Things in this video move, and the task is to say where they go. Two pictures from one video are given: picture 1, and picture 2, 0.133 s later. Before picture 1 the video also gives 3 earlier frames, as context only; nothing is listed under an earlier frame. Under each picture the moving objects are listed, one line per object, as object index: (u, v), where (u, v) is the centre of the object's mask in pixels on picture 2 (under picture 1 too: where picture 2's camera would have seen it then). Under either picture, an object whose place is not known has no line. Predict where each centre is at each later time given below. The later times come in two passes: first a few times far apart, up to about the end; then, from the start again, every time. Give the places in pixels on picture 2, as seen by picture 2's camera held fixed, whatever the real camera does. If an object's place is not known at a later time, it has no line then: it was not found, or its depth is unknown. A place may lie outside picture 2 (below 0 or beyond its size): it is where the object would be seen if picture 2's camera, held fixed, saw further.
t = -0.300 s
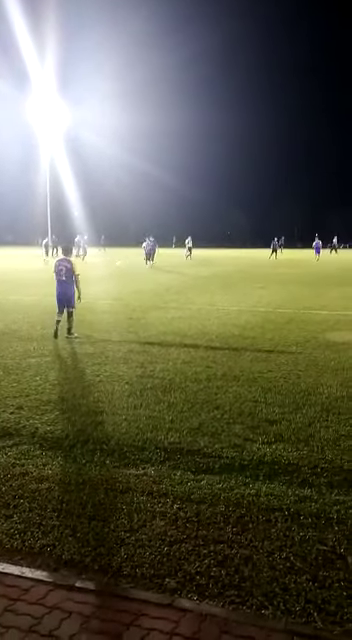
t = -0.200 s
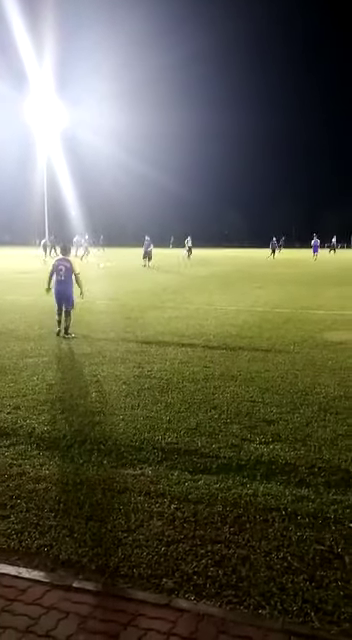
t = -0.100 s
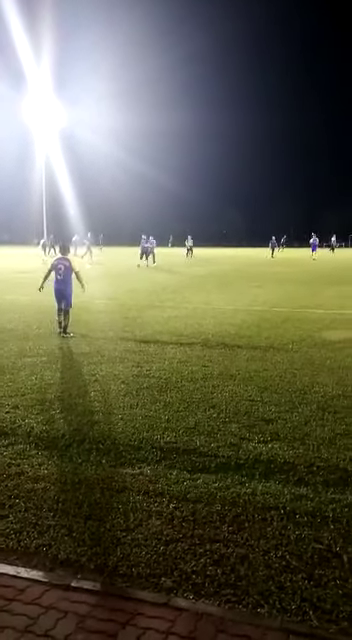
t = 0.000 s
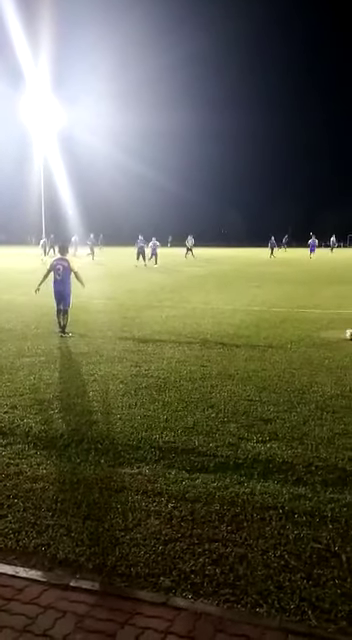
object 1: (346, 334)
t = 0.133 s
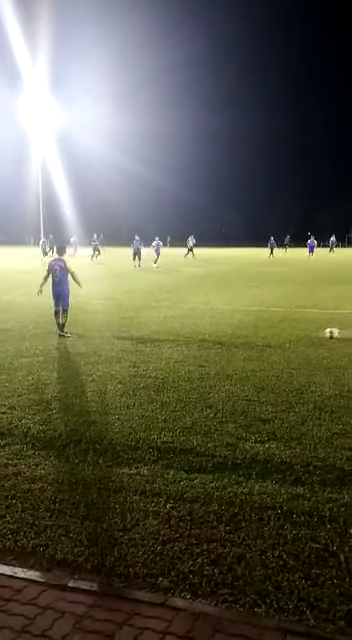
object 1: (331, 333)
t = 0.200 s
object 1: (322, 332)
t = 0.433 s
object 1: (293, 331)
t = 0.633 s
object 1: (271, 330)
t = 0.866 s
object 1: (247, 329)
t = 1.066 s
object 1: (229, 327)
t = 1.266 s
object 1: (213, 327)
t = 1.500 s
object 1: (197, 326)
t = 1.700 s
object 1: (185, 325)
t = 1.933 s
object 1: (172, 324)
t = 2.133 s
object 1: (162, 324)
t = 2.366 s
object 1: (153, 324)
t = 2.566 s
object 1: (146, 322)
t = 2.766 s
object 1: (140, 323)
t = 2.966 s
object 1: (135, 322)
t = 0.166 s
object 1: (327, 333)
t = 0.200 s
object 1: (322, 332)
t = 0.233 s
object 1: (318, 332)
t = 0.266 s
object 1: (313, 332)
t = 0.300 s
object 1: (309, 332)
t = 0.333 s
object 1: (305, 331)
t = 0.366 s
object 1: (301, 331)
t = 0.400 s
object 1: (297, 331)
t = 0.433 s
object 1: (293, 331)
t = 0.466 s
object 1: (290, 330)
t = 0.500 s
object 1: (286, 330)
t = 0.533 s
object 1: (282, 330)
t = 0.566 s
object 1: (278, 330)
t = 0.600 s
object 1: (274, 330)
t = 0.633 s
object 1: (271, 330)
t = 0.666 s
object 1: (267, 329)
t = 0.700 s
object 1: (263, 329)
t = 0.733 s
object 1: (260, 329)
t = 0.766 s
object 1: (257, 329)
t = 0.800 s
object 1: (254, 328)
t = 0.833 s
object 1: (250, 329)
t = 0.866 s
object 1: (247, 329)
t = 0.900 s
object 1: (244, 328)
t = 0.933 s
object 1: (241, 327)
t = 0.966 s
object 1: (238, 327)
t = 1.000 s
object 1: (235, 327)
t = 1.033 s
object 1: (232, 327)
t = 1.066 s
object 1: (229, 327)
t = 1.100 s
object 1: (226, 327)
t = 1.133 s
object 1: (224, 327)
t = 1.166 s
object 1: (221, 327)
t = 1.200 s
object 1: (219, 326)
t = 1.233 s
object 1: (216, 326)
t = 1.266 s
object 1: (213, 327)
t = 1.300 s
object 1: (211, 327)
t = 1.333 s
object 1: (208, 327)
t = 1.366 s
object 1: (206, 326)
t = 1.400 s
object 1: (204, 326)
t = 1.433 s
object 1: (202, 326)
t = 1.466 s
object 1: (199, 325)
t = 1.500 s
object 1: (197, 326)
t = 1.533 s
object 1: (195, 325)
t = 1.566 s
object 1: (192, 325)
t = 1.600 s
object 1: (191, 325)
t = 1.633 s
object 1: (188, 325)
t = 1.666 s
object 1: (186, 325)
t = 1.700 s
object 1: (185, 325)
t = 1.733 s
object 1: (183, 325)
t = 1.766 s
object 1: (181, 325)
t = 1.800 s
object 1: (179, 325)
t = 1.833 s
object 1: (177, 325)
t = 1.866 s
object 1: (175, 325)
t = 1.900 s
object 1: (173, 325)
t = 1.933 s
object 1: (172, 324)
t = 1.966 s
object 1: (170, 324)
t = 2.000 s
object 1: (168, 324)
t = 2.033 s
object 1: (167, 324)
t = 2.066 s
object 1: (165, 324)
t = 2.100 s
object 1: (163, 323)
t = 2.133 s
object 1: (162, 324)
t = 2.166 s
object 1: (161, 324)
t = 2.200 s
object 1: (159, 324)
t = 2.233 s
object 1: (157, 323)
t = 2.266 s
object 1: (157, 323)
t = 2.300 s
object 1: (155, 324)
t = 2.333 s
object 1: (154, 323)
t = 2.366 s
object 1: (153, 324)
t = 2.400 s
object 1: (151, 323)
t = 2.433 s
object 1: (150, 323)
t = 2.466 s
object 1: (149, 323)
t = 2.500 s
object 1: (148, 323)
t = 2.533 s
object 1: (147, 323)
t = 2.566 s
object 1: (146, 322)
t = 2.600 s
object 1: (145, 323)
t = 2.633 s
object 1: (144, 323)
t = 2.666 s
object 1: (143, 323)
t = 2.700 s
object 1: (142, 323)
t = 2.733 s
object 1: (141, 323)
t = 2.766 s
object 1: (140, 323)
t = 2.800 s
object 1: (139, 323)
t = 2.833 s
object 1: (139, 323)
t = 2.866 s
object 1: (137, 323)
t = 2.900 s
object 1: (137, 323)
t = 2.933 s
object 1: (136, 322)
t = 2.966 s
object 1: (135, 322)
